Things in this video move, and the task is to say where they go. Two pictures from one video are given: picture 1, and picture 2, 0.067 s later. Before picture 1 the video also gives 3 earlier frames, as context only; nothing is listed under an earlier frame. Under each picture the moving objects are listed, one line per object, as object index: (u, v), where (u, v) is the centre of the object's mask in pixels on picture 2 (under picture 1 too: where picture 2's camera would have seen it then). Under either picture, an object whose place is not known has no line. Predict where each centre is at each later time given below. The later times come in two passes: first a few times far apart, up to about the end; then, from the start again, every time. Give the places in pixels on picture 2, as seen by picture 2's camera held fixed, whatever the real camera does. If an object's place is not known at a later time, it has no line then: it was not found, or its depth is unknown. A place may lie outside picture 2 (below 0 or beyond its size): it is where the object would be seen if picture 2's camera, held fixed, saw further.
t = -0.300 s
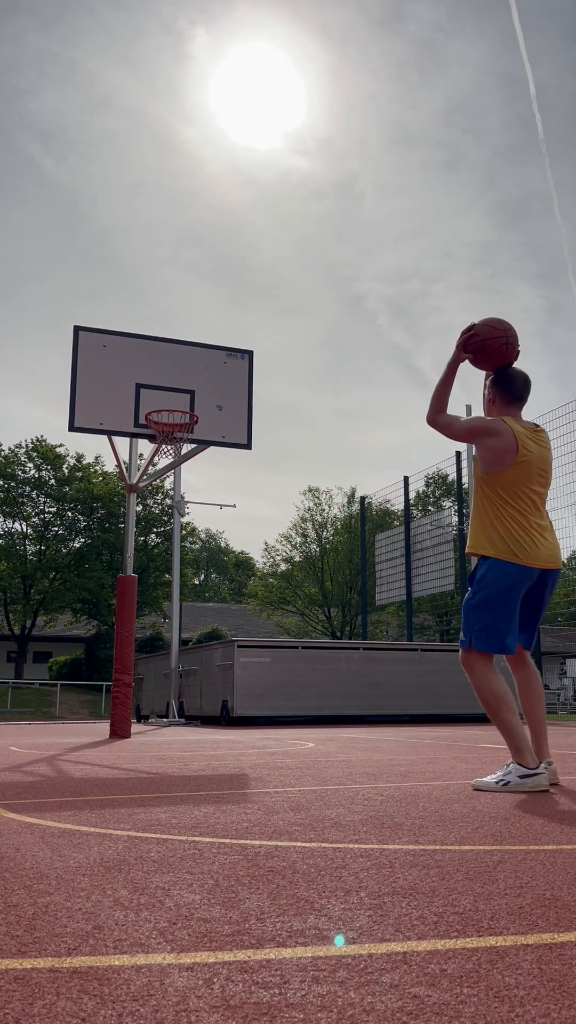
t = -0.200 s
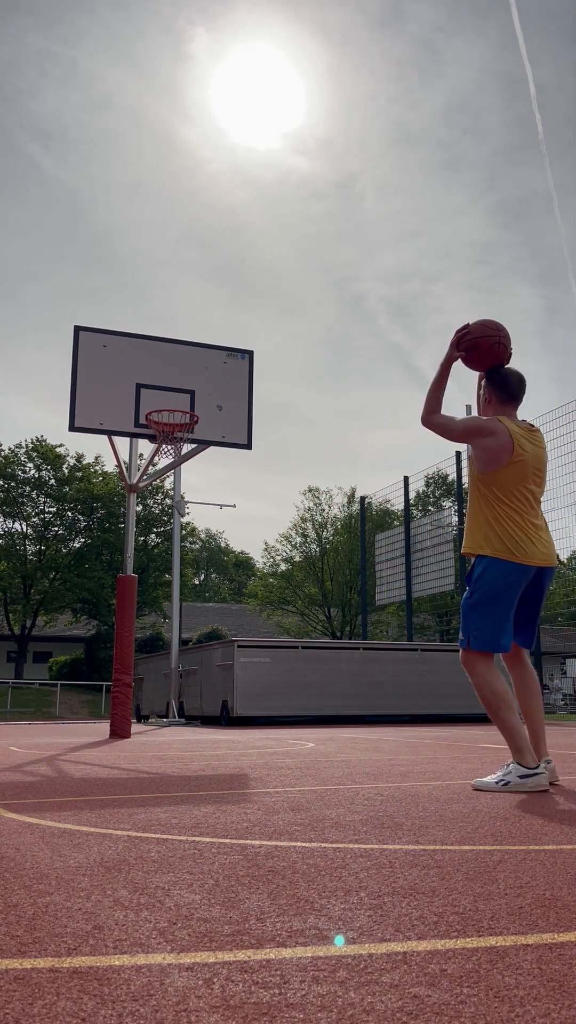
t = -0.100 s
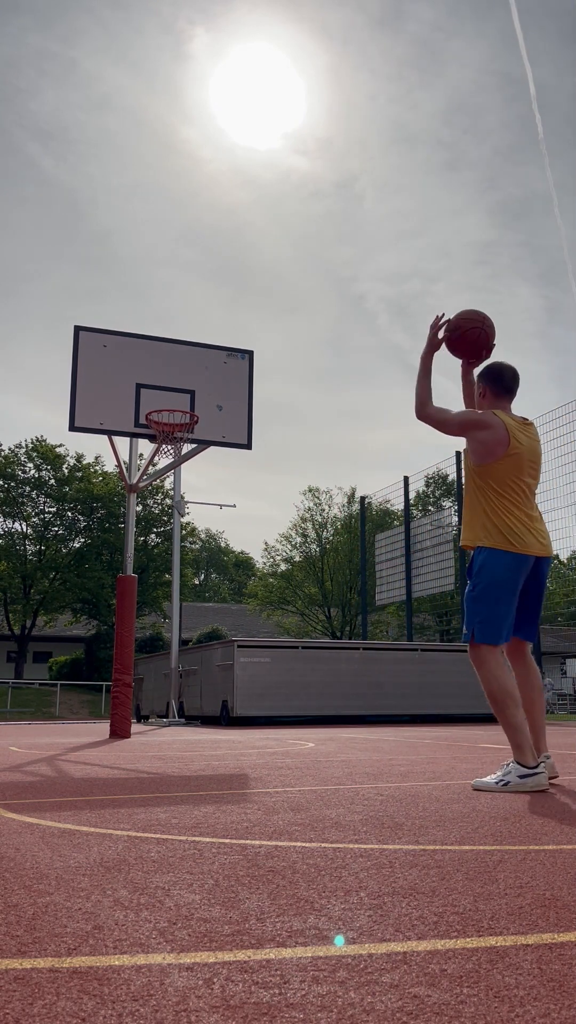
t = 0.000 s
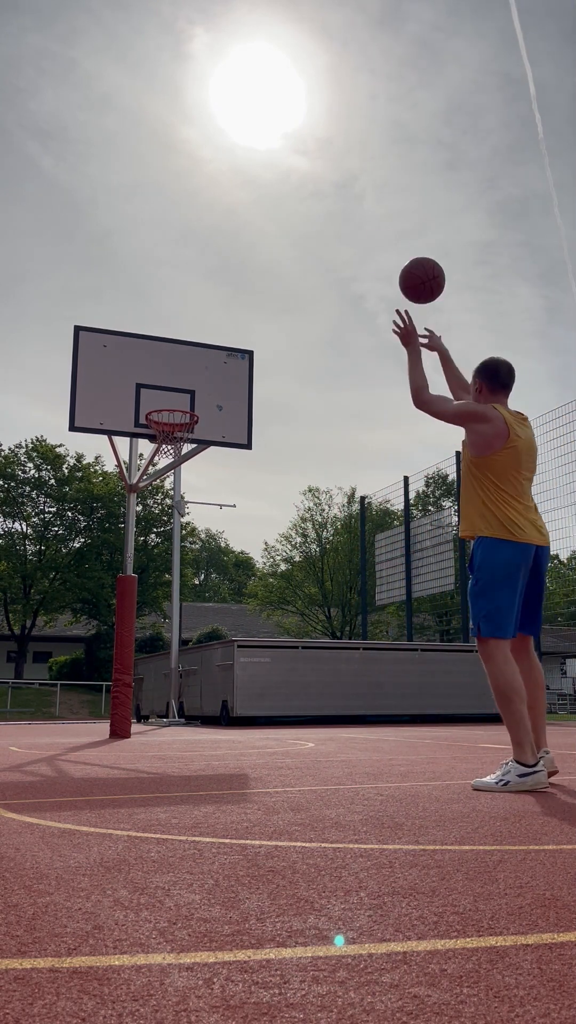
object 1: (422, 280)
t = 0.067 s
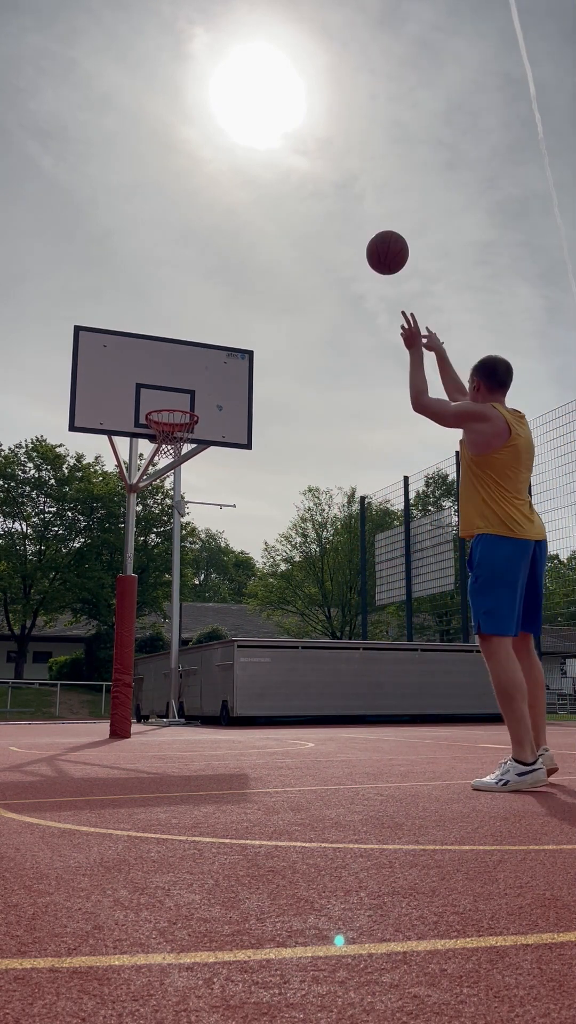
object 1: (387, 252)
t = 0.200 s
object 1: (332, 227)
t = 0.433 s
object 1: (260, 244)
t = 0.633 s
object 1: (213, 301)
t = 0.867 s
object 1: (169, 404)
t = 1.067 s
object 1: (175, 470)
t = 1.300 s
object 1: (196, 569)
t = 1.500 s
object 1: (212, 705)
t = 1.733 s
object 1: (244, 624)
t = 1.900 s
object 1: (267, 565)
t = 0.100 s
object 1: (372, 243)
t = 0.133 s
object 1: (357, 235)
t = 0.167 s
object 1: (344, 230)
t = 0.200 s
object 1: (332, 227)
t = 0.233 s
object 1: (320, 225)
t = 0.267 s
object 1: (309, 225)
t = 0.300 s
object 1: (298, 226)
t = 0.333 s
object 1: (288, 229)
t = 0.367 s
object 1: (278, 233)
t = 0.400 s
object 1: (269, 238)
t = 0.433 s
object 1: (260, 244)
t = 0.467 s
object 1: (251, 252)
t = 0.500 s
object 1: (243, 260)
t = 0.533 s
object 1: (235, 269)
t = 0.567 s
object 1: (227, 279)
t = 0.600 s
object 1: (220, 290)
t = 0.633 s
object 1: (213, 301)
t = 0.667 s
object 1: (206, 314)
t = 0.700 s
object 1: (200, 327)
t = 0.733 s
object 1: (193, 341)
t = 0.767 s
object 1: (187, 355)
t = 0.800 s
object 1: (181, 371)
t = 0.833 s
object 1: (175, 387)
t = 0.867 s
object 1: (169, 404)
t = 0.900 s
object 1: (164, 421)
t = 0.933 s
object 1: (162, 435)
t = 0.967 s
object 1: (167, 450)
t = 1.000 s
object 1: (168, 452)
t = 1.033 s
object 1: (172, 461)
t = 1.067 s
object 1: (175, 470)
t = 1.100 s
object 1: (178, 481)
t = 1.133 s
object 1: (181, 493)
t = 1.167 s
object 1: (184, 505)
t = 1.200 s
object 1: (187, 520)
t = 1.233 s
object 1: (190, 535)
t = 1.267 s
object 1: (193, 551)
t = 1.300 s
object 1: (196, 569)
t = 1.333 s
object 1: (199, 588)
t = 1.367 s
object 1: (201, 609)
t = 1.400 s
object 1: (204, 631)
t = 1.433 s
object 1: (207, 654)
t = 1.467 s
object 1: (209, 678)
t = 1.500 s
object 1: (212, 705)
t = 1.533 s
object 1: (215, 732)
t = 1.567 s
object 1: (220, 714)
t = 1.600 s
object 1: (225, 694)
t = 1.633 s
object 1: (230, 674)
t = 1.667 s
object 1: (235, 656)
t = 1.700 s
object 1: (240, 639)
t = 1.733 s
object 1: (244, 624)
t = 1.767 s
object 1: (249, 609)
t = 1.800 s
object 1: (253, 596)
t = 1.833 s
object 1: (258, 585)
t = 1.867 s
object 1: (262, 575)
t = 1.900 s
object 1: (267, 565)
